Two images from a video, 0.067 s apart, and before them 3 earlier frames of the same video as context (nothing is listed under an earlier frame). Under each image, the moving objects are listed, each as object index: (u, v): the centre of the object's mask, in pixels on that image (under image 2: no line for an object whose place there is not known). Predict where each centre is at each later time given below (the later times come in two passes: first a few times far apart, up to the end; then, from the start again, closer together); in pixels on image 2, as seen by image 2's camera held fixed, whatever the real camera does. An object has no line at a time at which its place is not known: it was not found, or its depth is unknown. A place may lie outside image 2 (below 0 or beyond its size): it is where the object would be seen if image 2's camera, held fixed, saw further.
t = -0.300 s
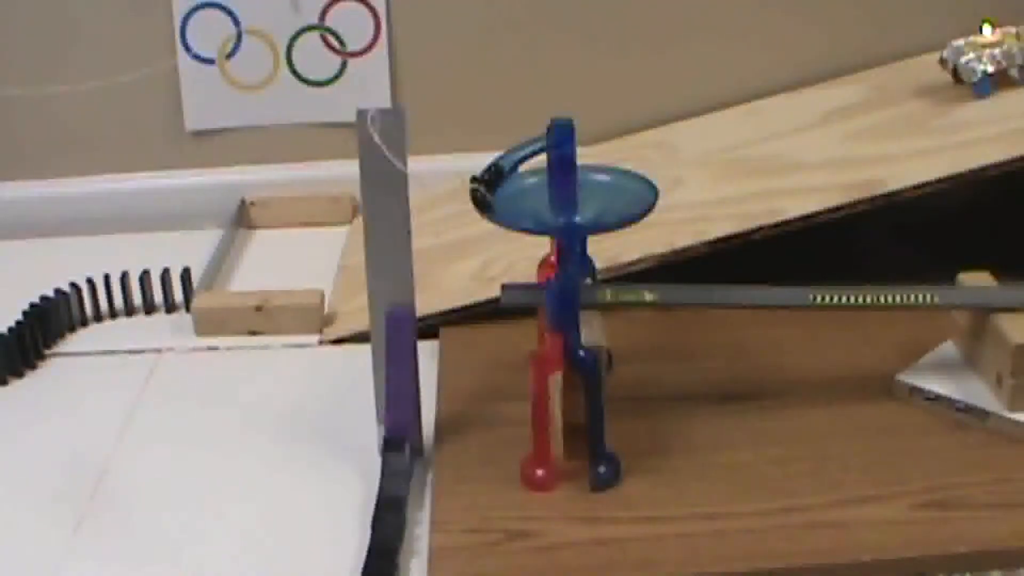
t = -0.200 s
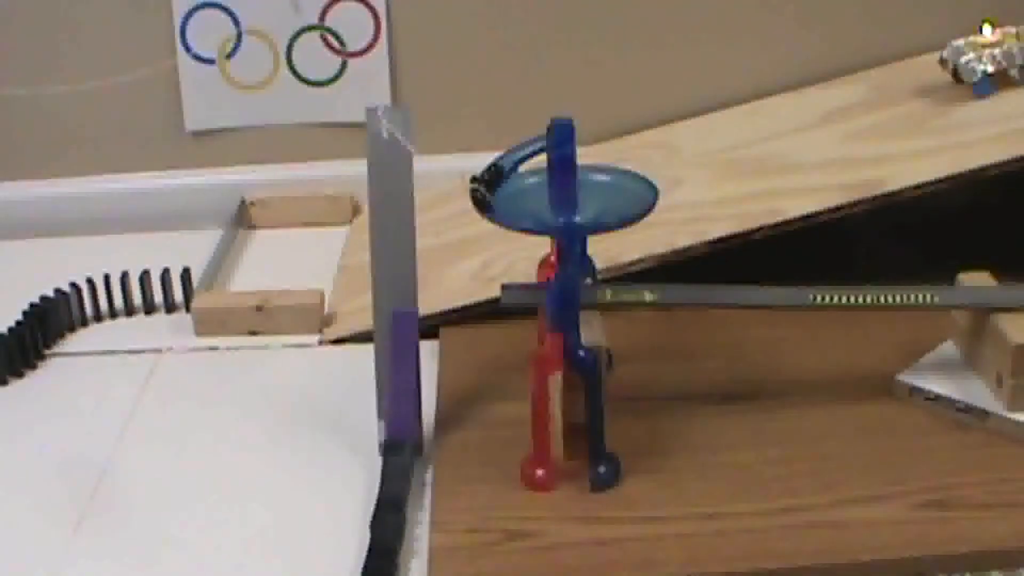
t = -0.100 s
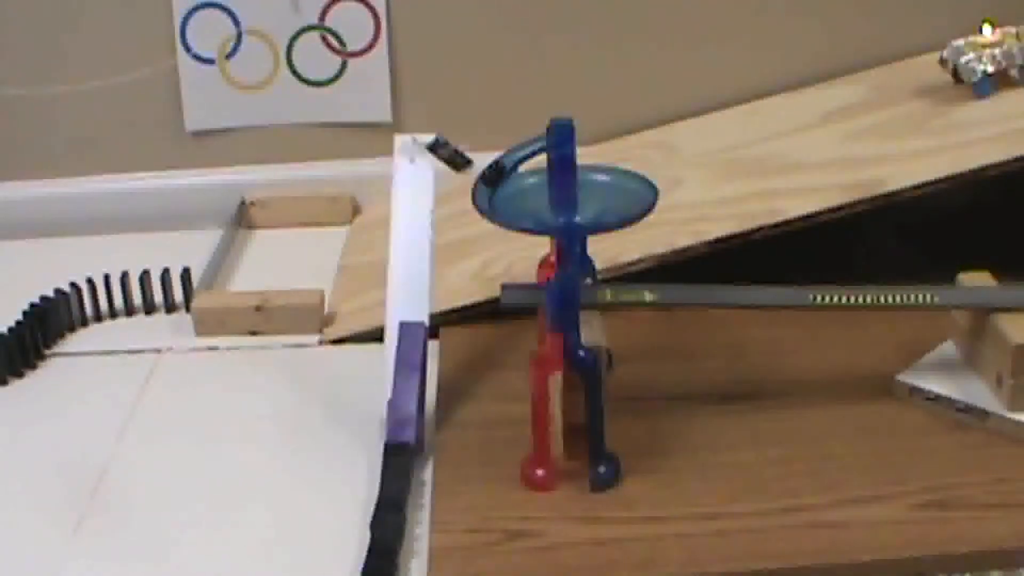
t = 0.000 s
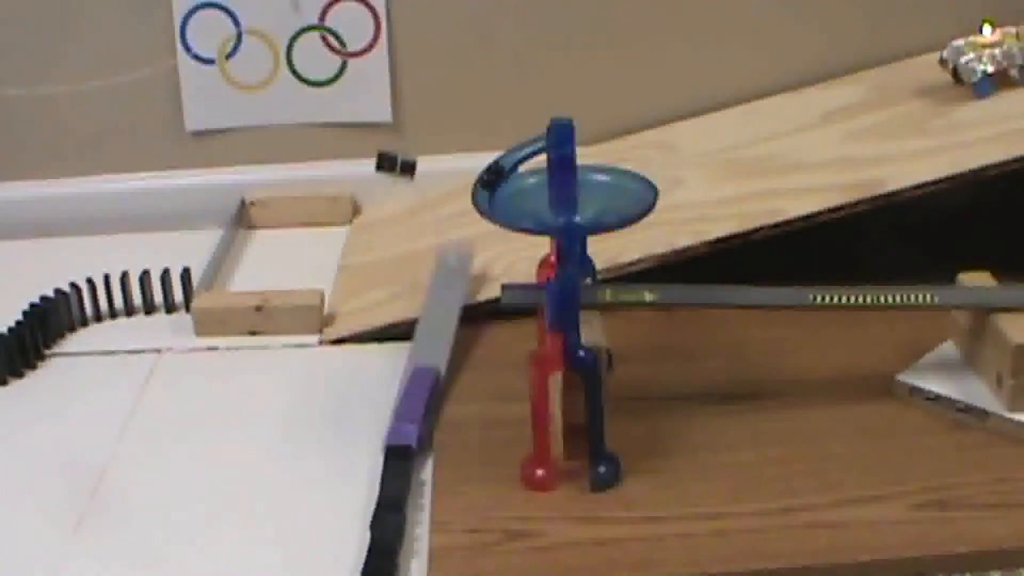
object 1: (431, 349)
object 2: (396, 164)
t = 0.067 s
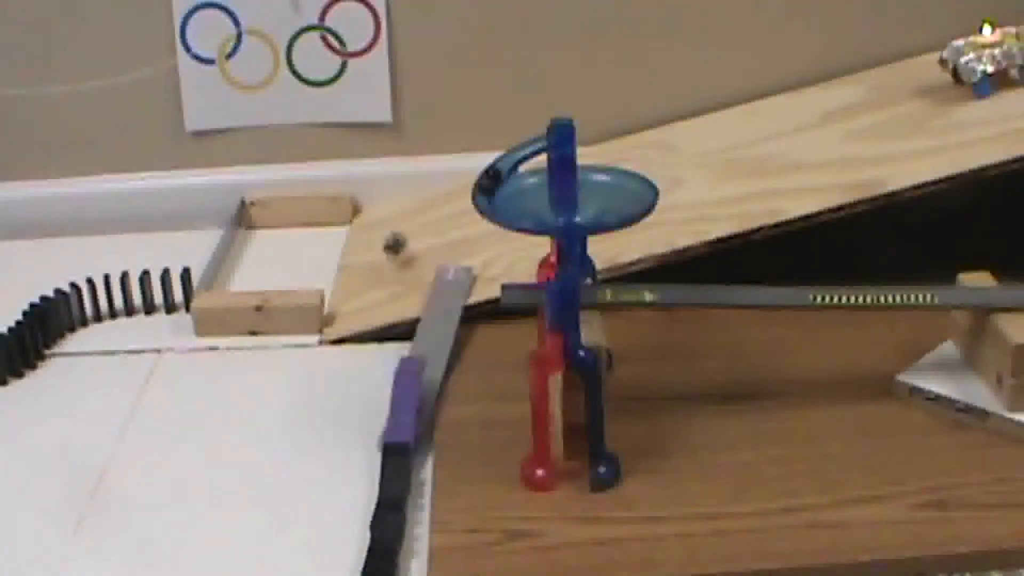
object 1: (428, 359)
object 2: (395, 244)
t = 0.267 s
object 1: (407, 366)
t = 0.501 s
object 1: (405, 368)
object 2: (422, 313)
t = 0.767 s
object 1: (405, 369)
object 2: (417, 314)
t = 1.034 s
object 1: (405, 370)
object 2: (417, 315)
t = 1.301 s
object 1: (405, 370)
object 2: (417, 315)
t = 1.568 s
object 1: (405, 370)
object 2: (417, 315)
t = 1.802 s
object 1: (405, 370)
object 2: (418, 315)
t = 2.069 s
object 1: (405, 370)
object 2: (417, 315)
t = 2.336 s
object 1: (405, 370)
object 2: (417, 315)
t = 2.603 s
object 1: (405, 371)
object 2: (417, 315)
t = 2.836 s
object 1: (405, 371)
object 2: (417, 315)
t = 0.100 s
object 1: (424, 364)
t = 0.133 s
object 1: (419, 364)
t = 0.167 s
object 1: (416, 363)
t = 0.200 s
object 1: (413, 365)
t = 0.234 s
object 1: (410, 367)
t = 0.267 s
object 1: (407, 366)
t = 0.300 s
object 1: (406, 367)
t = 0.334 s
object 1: (406, 365)
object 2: (424, 284)
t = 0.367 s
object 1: (405, 370)
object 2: (434, 282)
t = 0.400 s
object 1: (405, 373)
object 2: (426, 287)
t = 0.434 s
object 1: (406, 366)
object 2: (424, 294)
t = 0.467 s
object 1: (405, 367)
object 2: (423, 308)
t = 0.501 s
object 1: (405, 368)
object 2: (422, 313)
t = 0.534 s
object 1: (405, 368)
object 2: (419, 314)
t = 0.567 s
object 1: (405, 368)
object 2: (418, 314)
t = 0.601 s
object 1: (405, 369)
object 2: (417, 314)
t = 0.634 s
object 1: (405, 370)
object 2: (418, 314)
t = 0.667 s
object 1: (405, 368)
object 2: (417, 315)
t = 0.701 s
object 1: (405, 369)
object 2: (418, 314)
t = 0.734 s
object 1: (405, 368)
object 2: (418, 315)
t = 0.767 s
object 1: (405, 369)
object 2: (417, 314)
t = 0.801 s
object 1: (405, 370)
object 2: (417, 314)
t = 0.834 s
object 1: (405, 370)
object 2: (417, 314)
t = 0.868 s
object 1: (405, 370)
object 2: (418, 314)
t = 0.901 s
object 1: (405, 369)
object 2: (418, 314)
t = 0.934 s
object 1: (405, 370)
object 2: (417, 314)
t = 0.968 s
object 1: (405, 370)
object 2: (418, 314)
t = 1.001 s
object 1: (405, 370)
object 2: (417, 314)
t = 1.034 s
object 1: (405, 370)
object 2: (417, 315)
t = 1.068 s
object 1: (405, 370)
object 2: (417, 315)
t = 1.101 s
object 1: (405, 370)
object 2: (417, 315)
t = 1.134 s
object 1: (405, 370)
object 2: (417, 315)
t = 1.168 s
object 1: (405, 370)
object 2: (417, 315)
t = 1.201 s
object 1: (405, 370)
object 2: (417, 315)
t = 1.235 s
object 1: (405, 369)
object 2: (417, 315)
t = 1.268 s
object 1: (405, 370)
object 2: (417, 315)
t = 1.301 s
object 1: (405, 370)
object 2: (417, 315)
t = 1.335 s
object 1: (405, 370)
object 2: (417, 315)
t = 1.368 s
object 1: (405, 370)
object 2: (417, 315)
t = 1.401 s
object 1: (405, 370)
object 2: (417, 315)
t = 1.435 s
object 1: (405, 370)
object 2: (417, 315)
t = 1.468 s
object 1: (405, 370)
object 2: (417, 315)
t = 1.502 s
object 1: (405, 370)
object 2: (417, 315)
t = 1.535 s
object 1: (405, 370)
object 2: (417, 315)
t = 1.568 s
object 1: (405, 370)
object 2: (417, 315)
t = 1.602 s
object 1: (405, 370)
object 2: (418, 315)
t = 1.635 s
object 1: (405, 370)
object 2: (417, 315)
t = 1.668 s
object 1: (405, 370)
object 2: (417, 315)
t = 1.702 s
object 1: (405, 370)
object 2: (417, 315)
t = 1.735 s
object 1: (405, 370)
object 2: (417, 315)
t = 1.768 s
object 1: (405, 369)
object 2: (417, 315)
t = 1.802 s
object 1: (405, 370)
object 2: (418, 315)
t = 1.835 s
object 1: (405, 371)
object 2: (417, 315)
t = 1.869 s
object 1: (405, 371)
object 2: (417, 315)
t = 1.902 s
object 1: (405, 370)
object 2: (418, 315)
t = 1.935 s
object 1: (405, 370)
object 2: (418, 315)
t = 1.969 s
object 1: (405, 370)
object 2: (417, 315)
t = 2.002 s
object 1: (405, 370)
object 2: (418, 315)
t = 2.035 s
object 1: (405, 370)
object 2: (417, 315)
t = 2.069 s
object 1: (405, 370)
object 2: (417, 315)
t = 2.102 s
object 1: (405, 370)
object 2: (417, 315)
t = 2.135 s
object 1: (405, 370)
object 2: (417, 315)
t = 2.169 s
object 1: (405, 370)
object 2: (417, 315)
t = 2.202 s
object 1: (405, 370)
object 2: (417, 315)
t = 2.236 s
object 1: (405, 371)
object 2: (417, 315)
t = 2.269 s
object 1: (405, 370)
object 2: (417, 315)
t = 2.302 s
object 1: (405, 370)
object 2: (417, 315)
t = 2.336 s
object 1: (405, 370)
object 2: (417, 315)
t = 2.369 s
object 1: (405, 370)
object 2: (417, 315)
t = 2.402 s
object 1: (405, 370)
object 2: (417, 315)
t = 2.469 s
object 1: (405, 370)
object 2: (417, 315)
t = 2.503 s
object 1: (405, 369)
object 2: (417, 315)
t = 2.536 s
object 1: (405, 369)
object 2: (417, 315)
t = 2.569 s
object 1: (405, 368)
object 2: (417, 315)
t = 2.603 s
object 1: (405, 371)
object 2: (417, 315)
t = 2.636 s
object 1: (405, 372)
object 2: (417, 315)
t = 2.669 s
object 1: (405, 370)
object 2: (417, 315)
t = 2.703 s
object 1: (405, 371)
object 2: (417, 315)
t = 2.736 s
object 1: (405, 371)
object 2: (417, 315)
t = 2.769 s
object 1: (405, 372)
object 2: (417, 315)
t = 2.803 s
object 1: (405, 372)
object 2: (417, 315)
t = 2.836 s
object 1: (405, 371)
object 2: (417, 315)
